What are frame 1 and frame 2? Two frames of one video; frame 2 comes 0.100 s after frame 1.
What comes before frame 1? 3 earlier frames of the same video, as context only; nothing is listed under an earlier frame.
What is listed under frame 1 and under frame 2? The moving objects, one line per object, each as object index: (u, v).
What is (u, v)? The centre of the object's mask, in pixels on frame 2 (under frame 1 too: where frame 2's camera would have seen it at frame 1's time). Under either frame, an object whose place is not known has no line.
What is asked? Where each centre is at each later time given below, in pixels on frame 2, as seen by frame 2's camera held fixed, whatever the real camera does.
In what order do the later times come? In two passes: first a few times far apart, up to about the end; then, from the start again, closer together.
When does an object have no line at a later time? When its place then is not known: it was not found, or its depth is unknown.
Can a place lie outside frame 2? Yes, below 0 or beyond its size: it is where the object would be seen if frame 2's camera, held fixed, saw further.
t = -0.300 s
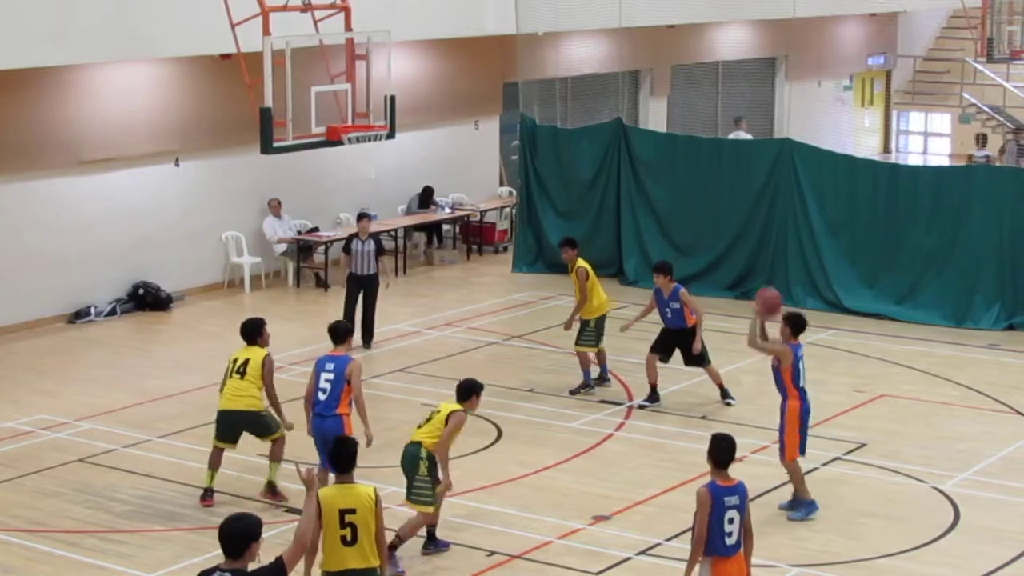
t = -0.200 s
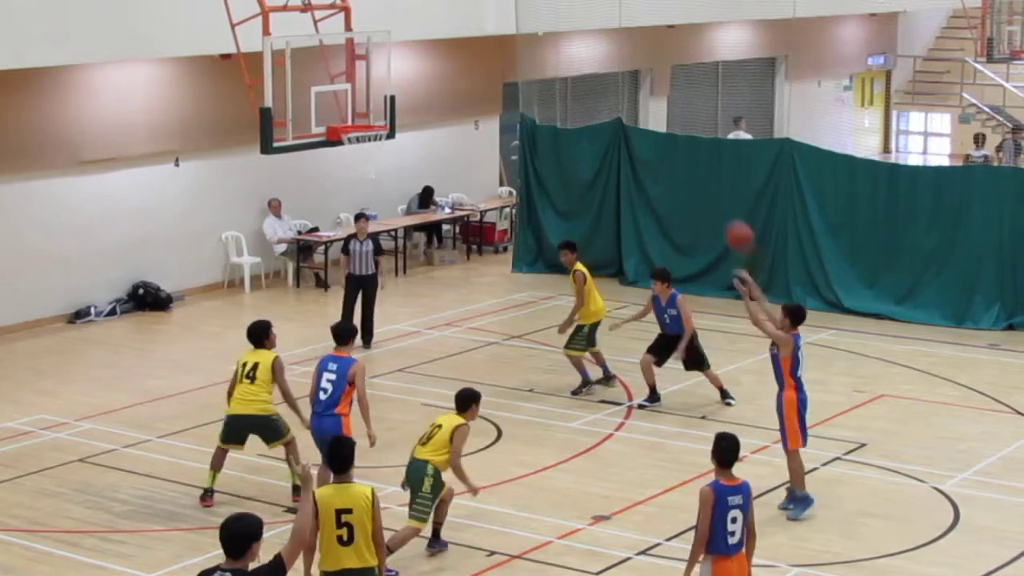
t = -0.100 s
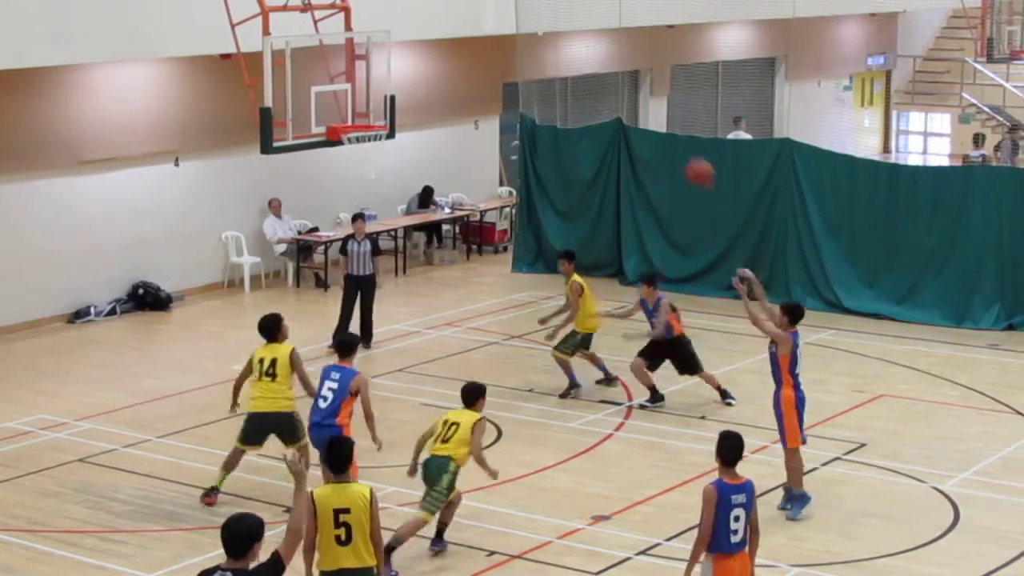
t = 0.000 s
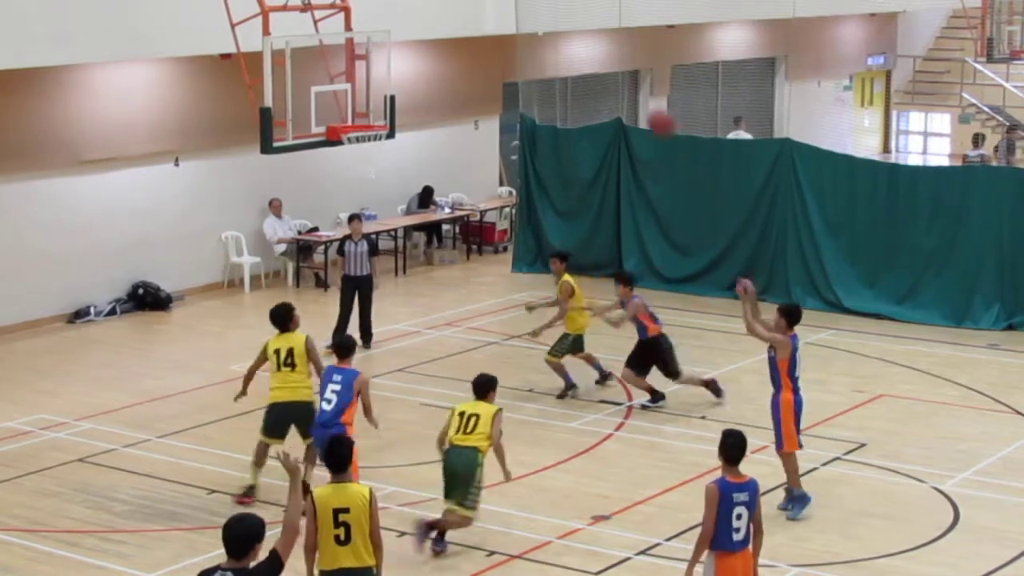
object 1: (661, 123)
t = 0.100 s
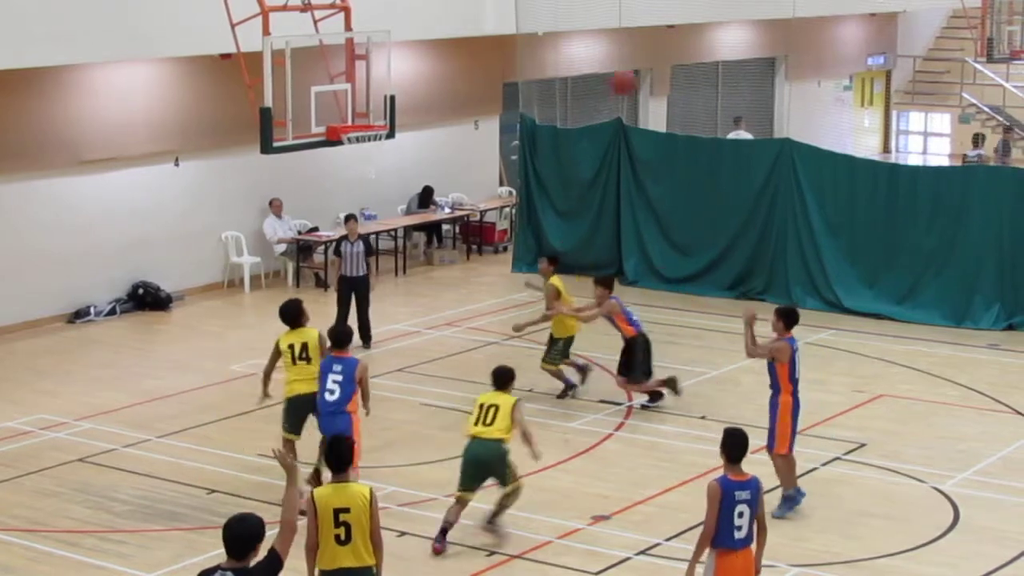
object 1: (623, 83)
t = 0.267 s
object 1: (562, 42)
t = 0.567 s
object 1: (459, 49)
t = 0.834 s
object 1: (380, 114)
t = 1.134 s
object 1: (361, 114)
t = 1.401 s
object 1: (359, 143)
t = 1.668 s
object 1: (360, 217)
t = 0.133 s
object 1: (610, 71)
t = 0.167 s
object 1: (598, 63)
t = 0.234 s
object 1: (574, 48)
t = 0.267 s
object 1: (562, 42)
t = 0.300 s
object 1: (550, 39)
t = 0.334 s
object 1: (538, 36)
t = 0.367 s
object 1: (527, 34)
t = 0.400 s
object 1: (515, 34)
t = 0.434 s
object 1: (504, 34)
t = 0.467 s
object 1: (493, 36)
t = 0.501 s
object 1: (481, 38)
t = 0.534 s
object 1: (471, 42)
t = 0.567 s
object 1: (459, 49)
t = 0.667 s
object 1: (427, 70)
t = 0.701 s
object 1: (417, 80)
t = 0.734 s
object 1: (407, 90)
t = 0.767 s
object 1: (396, 101)
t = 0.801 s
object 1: (386, 114)
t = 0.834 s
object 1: (380, 114)
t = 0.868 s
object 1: (371, 112)
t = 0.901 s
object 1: (364, 110)
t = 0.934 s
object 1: (356, 111)
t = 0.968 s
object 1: (349, 111)
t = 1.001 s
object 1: (344, 111)
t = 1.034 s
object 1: (347, 111)
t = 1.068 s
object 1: (352, 111)
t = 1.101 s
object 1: (356, 112)
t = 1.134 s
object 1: (361, 114)
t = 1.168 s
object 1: (364, 117)
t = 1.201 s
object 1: (370, 120)
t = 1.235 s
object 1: (370, 121)
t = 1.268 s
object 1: (366, 122)
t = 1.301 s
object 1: (361, 120)
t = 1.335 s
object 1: (362, 122)
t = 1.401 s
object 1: (359, 143)
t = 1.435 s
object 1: (356, 148)
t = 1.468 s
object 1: (356, 155)
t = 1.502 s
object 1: (356, 164)
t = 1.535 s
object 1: (357, 172)
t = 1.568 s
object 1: (358, 182)
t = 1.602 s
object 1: (359, 192)
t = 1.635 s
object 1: (359, 204)
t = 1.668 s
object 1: (360, 217)
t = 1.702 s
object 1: (360, 232)
